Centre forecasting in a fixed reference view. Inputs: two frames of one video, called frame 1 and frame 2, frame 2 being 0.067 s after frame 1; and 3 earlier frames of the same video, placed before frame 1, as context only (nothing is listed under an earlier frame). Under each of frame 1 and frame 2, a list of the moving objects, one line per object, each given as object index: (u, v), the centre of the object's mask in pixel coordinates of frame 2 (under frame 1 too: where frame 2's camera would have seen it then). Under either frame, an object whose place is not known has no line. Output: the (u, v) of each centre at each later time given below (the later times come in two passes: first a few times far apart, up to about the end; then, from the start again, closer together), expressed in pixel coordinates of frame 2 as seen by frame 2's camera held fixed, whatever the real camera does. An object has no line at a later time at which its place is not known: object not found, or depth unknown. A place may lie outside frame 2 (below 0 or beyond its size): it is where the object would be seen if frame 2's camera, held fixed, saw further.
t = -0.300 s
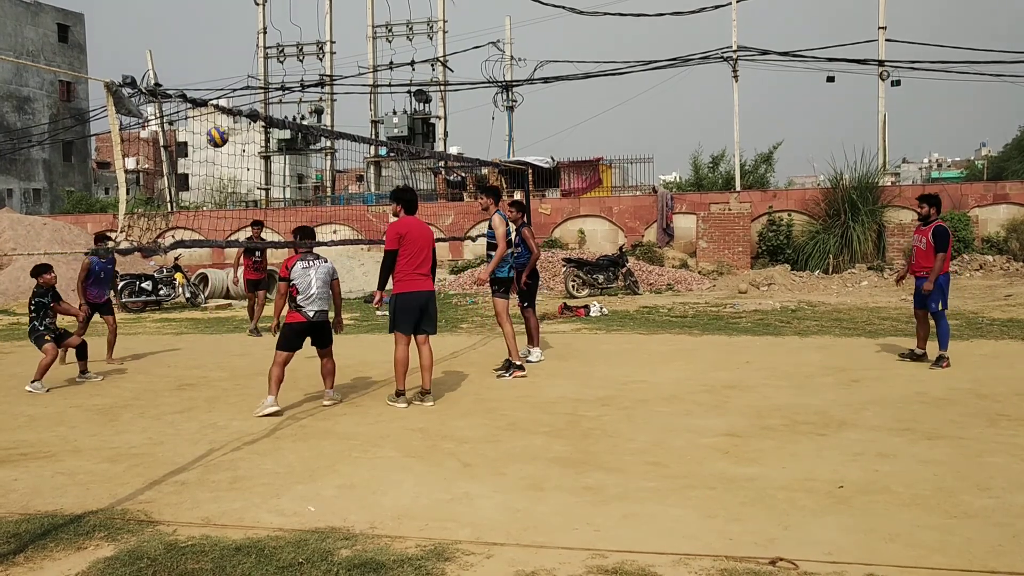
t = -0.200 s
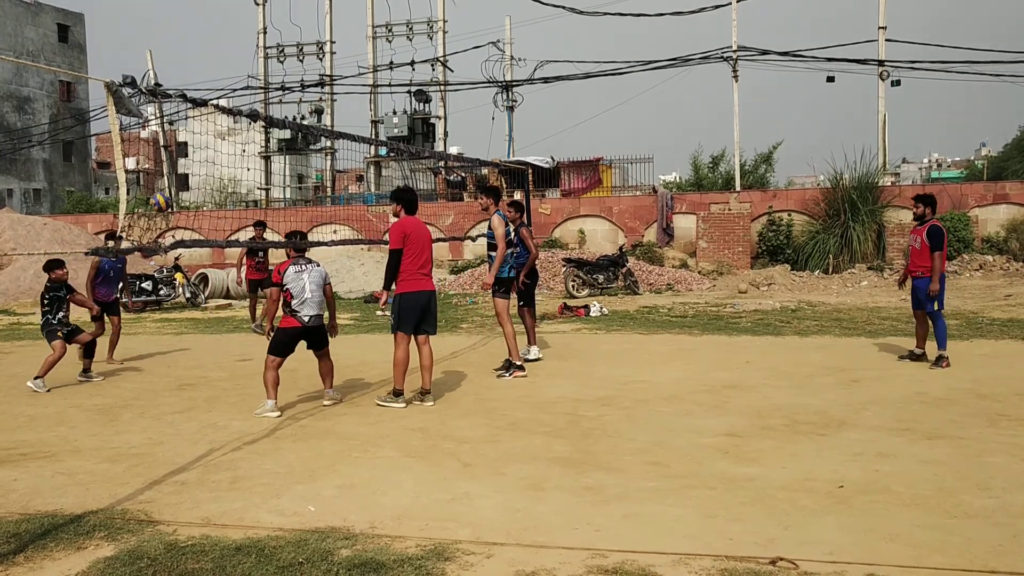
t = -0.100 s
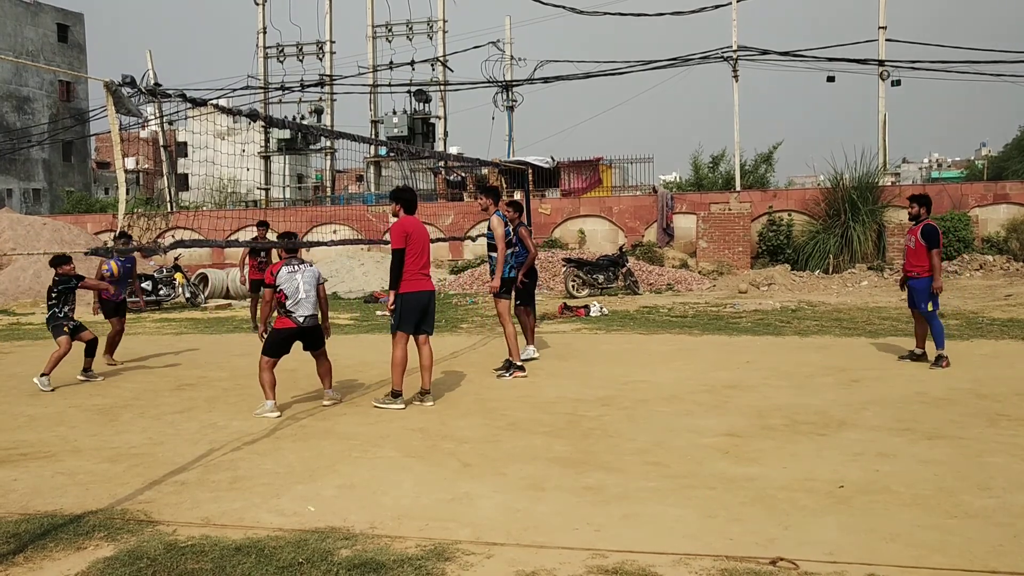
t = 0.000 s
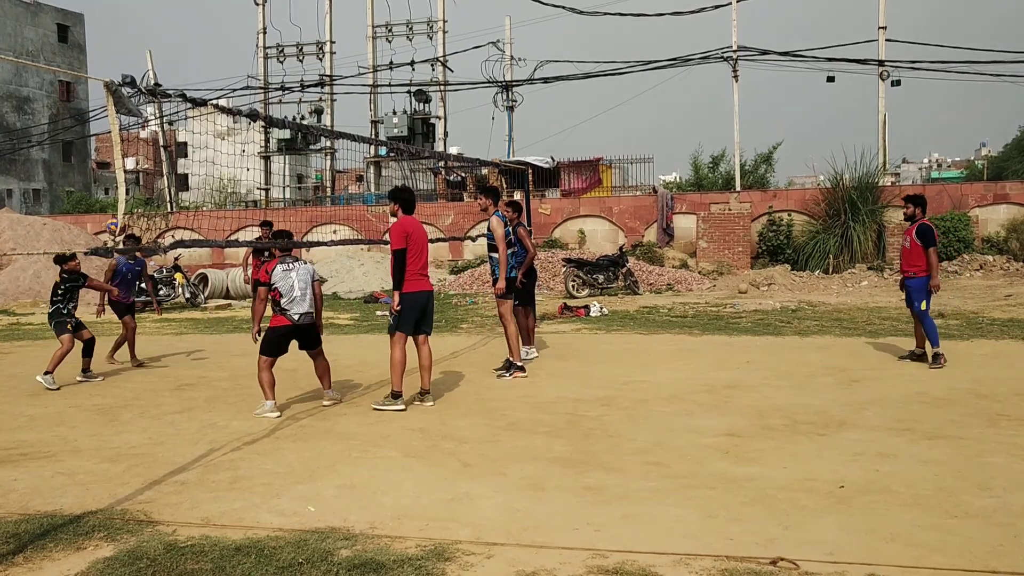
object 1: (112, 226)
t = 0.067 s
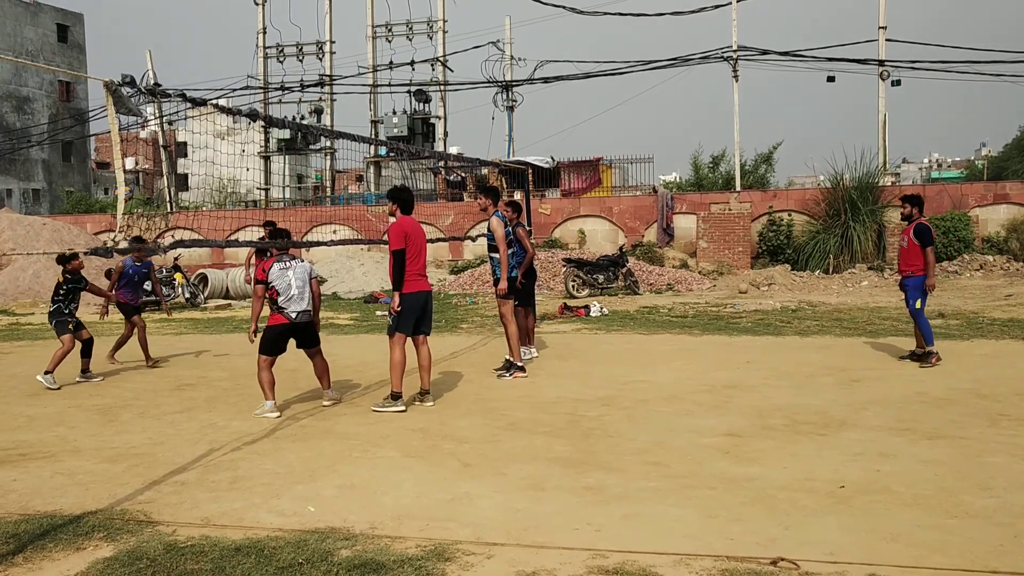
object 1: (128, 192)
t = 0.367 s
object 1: (159, 84)
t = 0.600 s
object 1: (186, 64)
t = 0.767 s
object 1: (209, 76)
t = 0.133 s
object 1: (132, 162)
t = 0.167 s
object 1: (134, 150)
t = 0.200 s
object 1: (137, 136)
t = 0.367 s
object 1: (159, 84)
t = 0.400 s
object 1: (163, 82)
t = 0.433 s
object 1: (166, 77)
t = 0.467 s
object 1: (170, 72)
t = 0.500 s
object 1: (174, 69)
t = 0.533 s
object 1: (178, 66)
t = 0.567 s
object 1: (182, 65)
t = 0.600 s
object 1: (186, 64)
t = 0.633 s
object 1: (190, 65)
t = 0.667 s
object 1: (195, 66)
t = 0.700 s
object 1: (200, 69)
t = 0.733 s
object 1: (204, 72)
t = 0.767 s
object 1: (209, 76)
